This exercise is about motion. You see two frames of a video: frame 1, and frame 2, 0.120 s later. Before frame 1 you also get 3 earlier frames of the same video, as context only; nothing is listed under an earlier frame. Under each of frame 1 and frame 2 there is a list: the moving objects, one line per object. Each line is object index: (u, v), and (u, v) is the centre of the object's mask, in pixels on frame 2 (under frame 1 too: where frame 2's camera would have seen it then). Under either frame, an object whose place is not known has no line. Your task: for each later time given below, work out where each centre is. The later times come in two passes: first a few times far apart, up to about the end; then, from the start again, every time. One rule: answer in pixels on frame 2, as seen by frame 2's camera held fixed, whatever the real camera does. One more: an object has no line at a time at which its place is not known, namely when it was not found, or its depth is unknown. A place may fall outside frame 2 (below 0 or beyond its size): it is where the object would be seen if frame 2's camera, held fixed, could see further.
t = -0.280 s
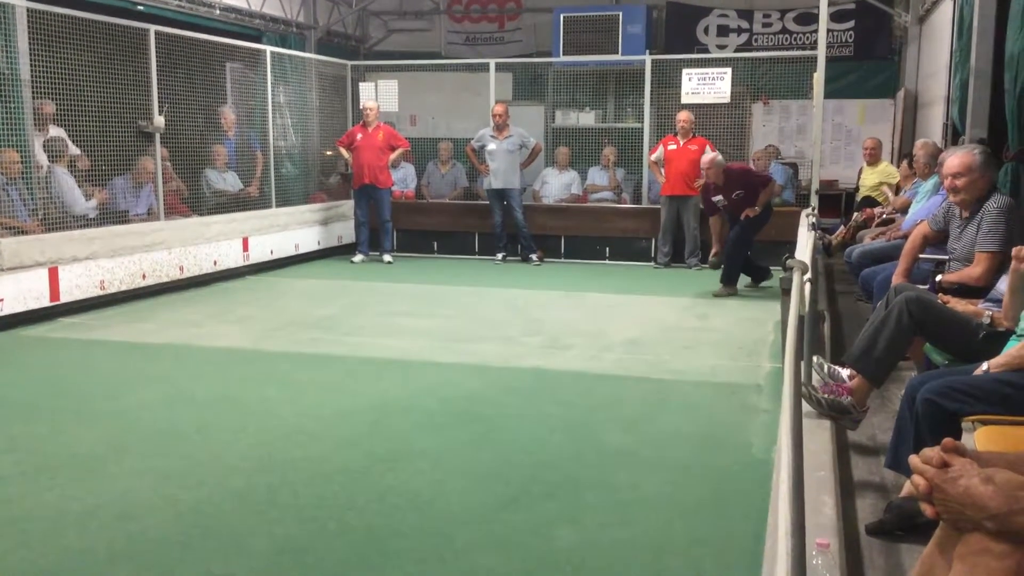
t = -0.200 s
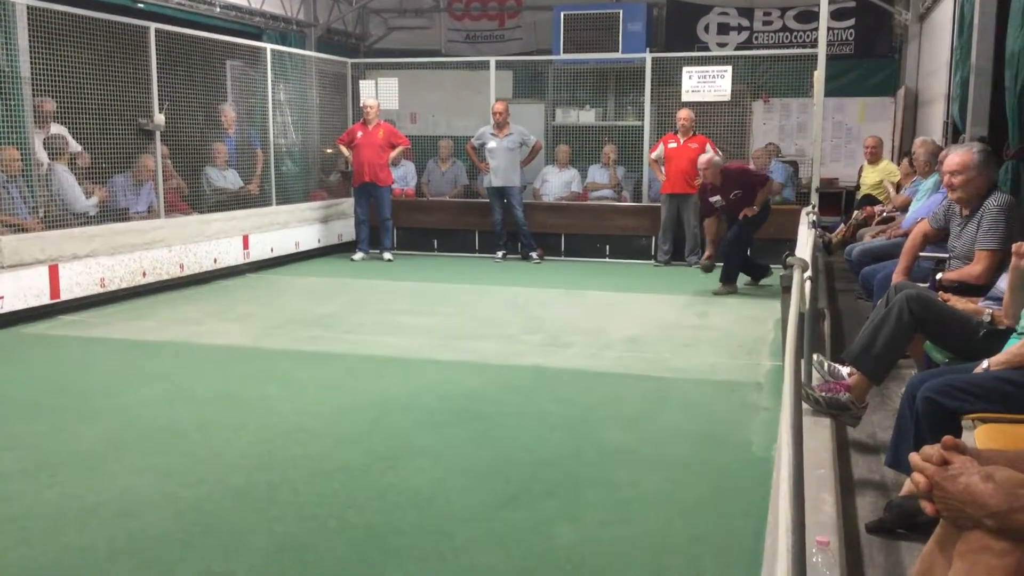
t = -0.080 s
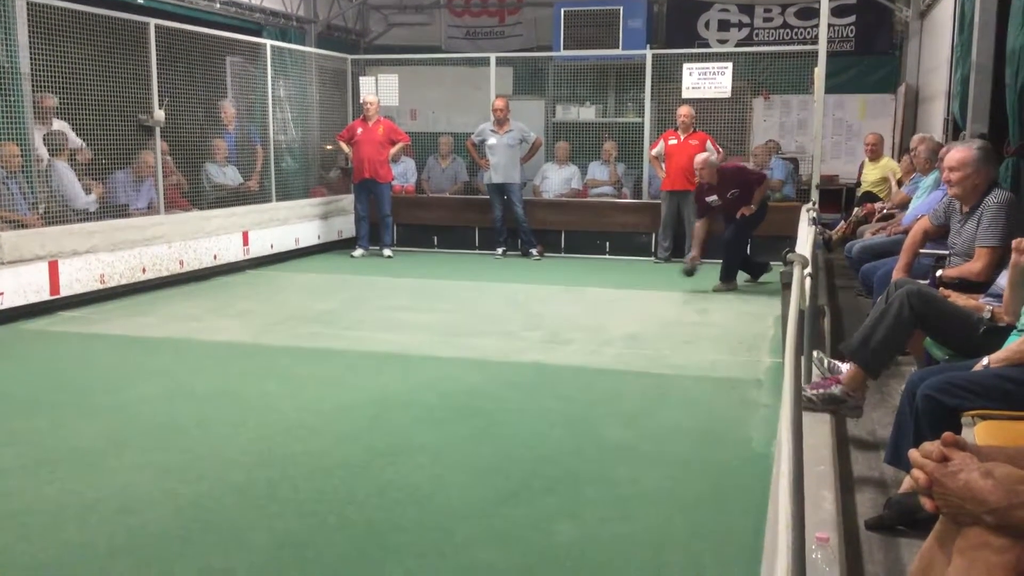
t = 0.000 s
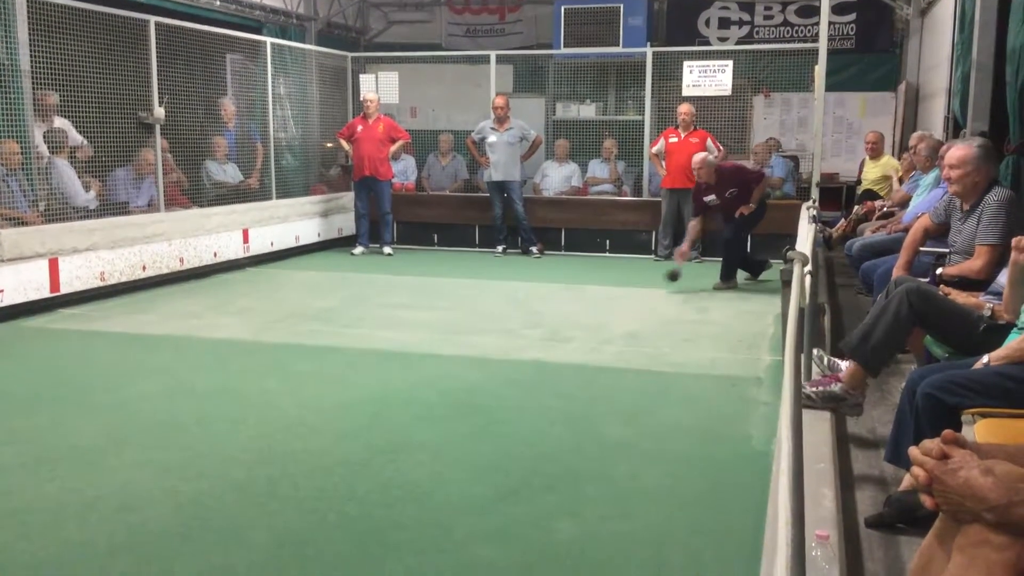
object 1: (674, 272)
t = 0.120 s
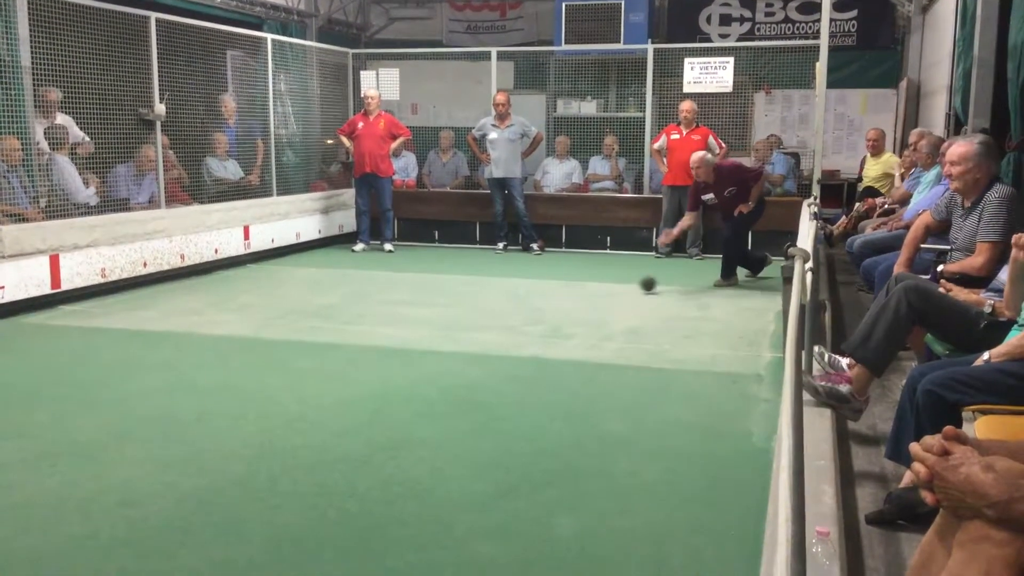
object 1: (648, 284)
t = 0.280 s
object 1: (617, 291)
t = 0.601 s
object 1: (548, 303)
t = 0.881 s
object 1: (480, 315)
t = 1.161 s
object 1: (402, 329)
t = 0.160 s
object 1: (640, 285)
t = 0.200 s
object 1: (632, 288)
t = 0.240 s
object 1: (624, 290)
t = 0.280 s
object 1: (617, 291)
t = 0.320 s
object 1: (609, 293)
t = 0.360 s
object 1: (600, 294)
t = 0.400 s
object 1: (592, 295)
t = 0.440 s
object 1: (584, 297)
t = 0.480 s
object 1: (575, 298)
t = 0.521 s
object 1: (566, 300)
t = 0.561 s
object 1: (557, 302)
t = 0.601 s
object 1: (548, 303)
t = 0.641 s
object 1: (539, 305)
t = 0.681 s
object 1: (530, 306)
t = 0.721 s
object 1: (520, 308)
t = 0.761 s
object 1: (511, 310)
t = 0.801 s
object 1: (501, 311)
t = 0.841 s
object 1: (491, 313)
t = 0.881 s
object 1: (480, 315)
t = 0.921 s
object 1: (470, 317)
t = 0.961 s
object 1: (459, 319)
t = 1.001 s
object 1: (448, 321)
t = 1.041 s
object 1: (437, 323)
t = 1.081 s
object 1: (426, 325)
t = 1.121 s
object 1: (414, 327)
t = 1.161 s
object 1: (402, 329)
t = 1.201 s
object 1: (390, 331)
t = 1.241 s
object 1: (378, 334)
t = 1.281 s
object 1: (366, 336)
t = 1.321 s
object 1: (353, 338)
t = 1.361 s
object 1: (340, 341)
